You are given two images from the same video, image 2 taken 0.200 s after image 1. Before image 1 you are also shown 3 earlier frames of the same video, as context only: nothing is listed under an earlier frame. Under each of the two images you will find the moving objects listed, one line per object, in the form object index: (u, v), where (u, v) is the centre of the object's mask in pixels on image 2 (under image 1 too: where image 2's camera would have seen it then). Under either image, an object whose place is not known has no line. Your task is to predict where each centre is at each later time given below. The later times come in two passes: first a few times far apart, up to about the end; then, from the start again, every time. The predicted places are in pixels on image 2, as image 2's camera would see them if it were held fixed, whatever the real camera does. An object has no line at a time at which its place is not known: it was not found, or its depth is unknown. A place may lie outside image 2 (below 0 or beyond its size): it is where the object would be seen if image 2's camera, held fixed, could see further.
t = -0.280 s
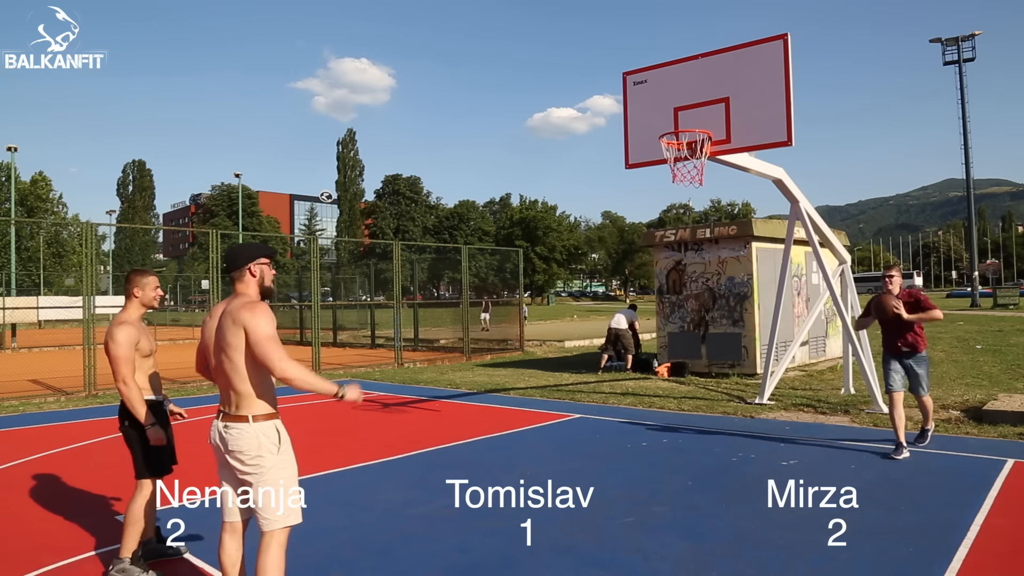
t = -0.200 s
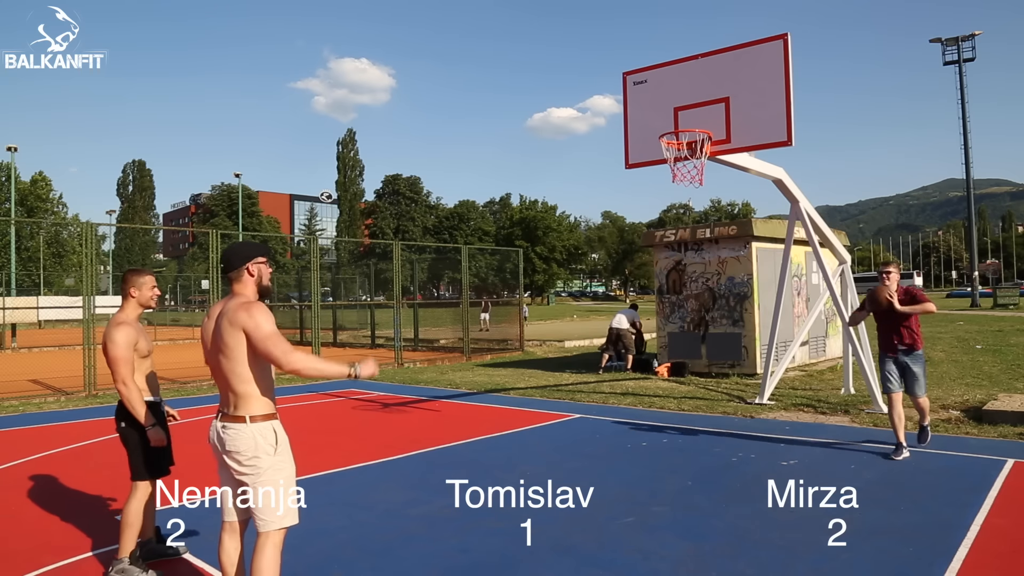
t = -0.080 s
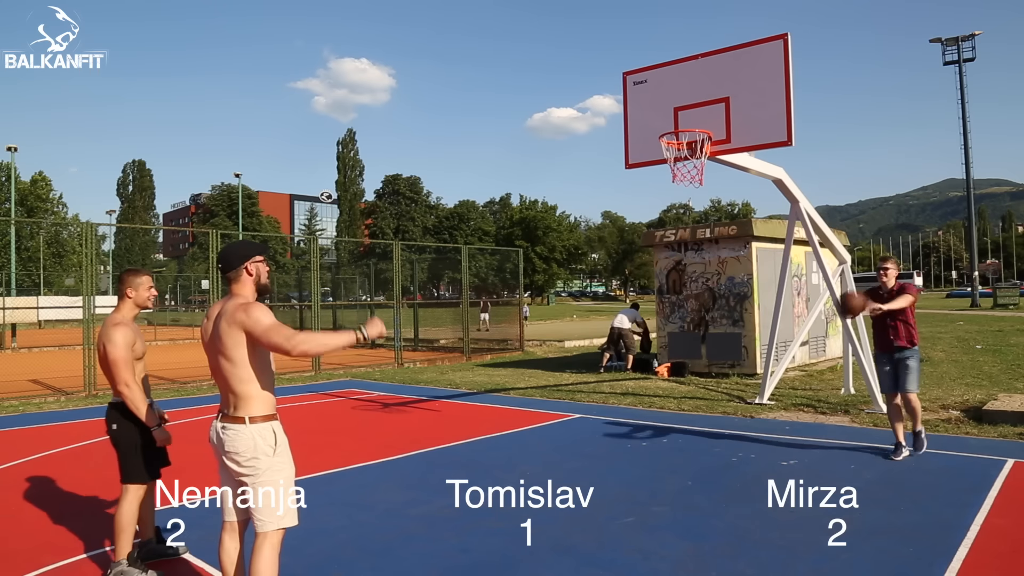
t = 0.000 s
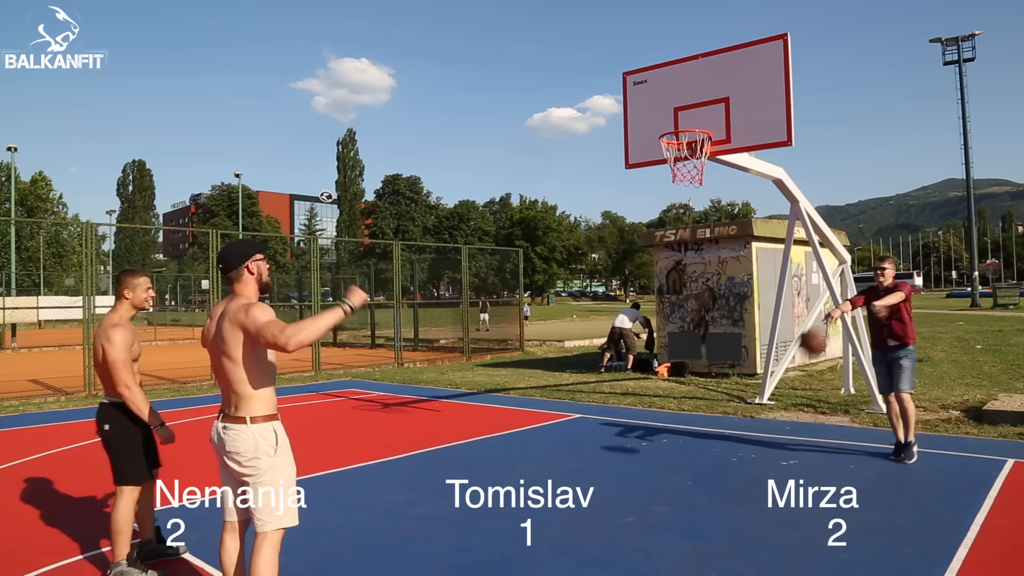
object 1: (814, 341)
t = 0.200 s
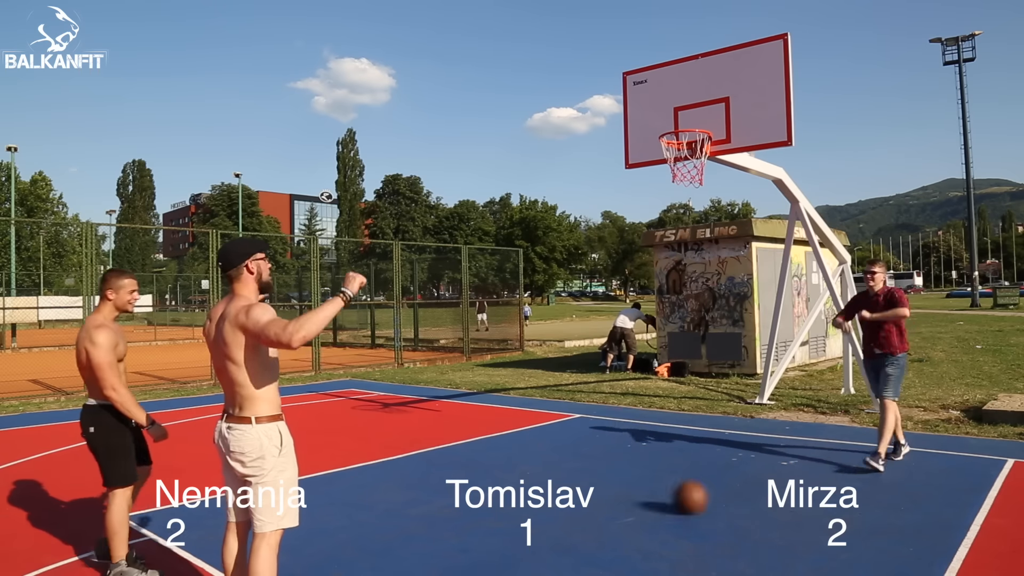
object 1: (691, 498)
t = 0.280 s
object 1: (655, 459)
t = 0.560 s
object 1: (512, 375)
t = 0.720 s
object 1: (416, 376)
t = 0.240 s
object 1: (673, 479)
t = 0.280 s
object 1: (655, 459)
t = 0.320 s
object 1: (637, 443)
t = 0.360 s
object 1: (618, 426)
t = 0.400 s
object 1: (597, 411)
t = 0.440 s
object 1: (577, 399)
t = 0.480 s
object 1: (555, 389)
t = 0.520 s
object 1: (534, 380)
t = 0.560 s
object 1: (512, 375)
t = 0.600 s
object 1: (489, 371)
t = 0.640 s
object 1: (465, 370)
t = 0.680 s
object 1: (441, 372)
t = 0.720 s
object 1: (416, 376)
